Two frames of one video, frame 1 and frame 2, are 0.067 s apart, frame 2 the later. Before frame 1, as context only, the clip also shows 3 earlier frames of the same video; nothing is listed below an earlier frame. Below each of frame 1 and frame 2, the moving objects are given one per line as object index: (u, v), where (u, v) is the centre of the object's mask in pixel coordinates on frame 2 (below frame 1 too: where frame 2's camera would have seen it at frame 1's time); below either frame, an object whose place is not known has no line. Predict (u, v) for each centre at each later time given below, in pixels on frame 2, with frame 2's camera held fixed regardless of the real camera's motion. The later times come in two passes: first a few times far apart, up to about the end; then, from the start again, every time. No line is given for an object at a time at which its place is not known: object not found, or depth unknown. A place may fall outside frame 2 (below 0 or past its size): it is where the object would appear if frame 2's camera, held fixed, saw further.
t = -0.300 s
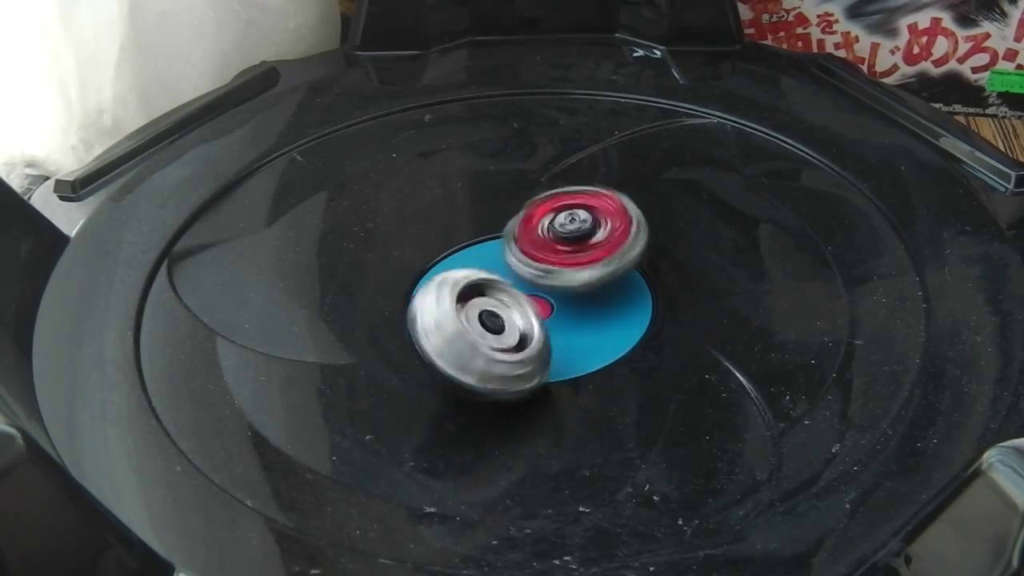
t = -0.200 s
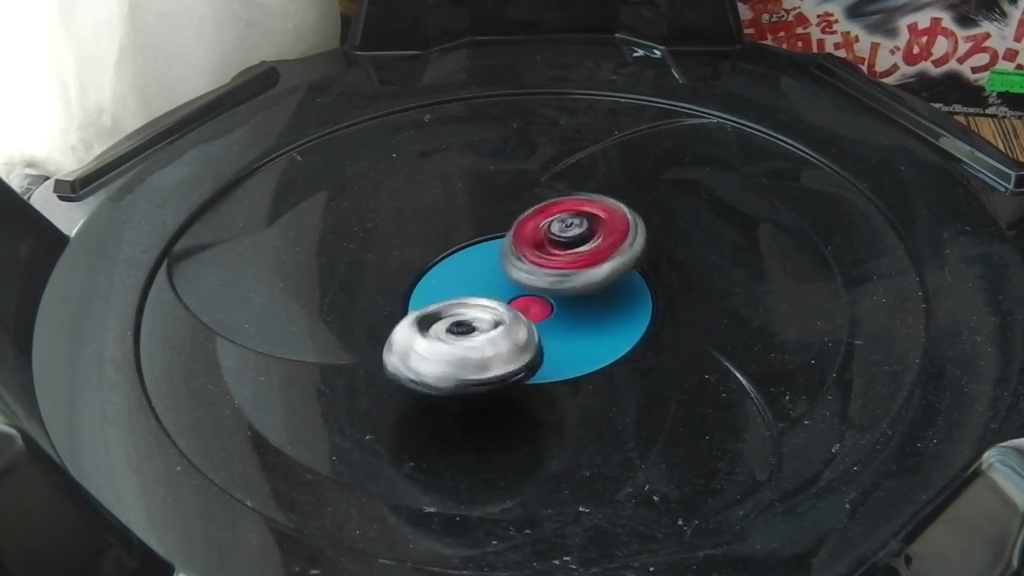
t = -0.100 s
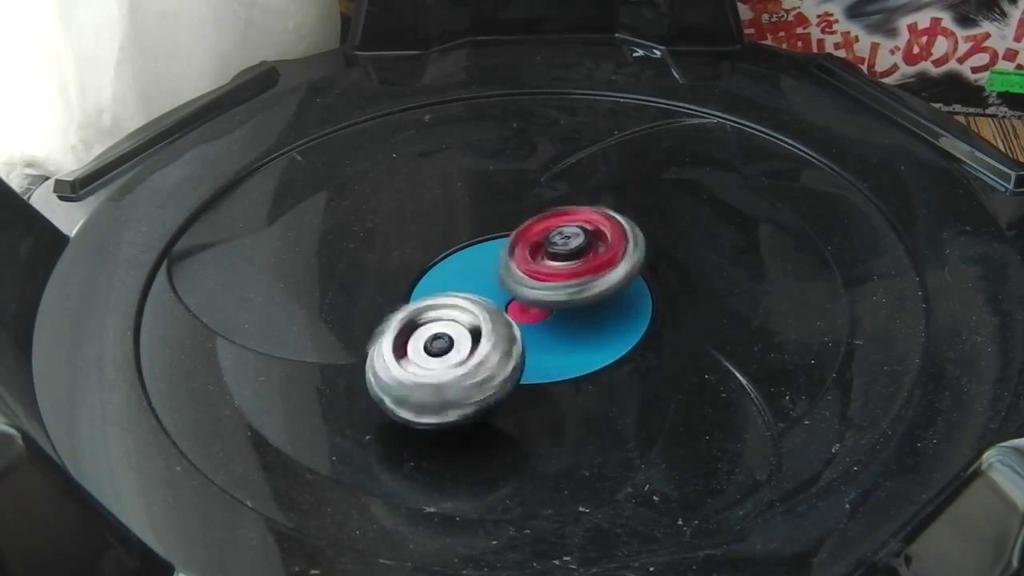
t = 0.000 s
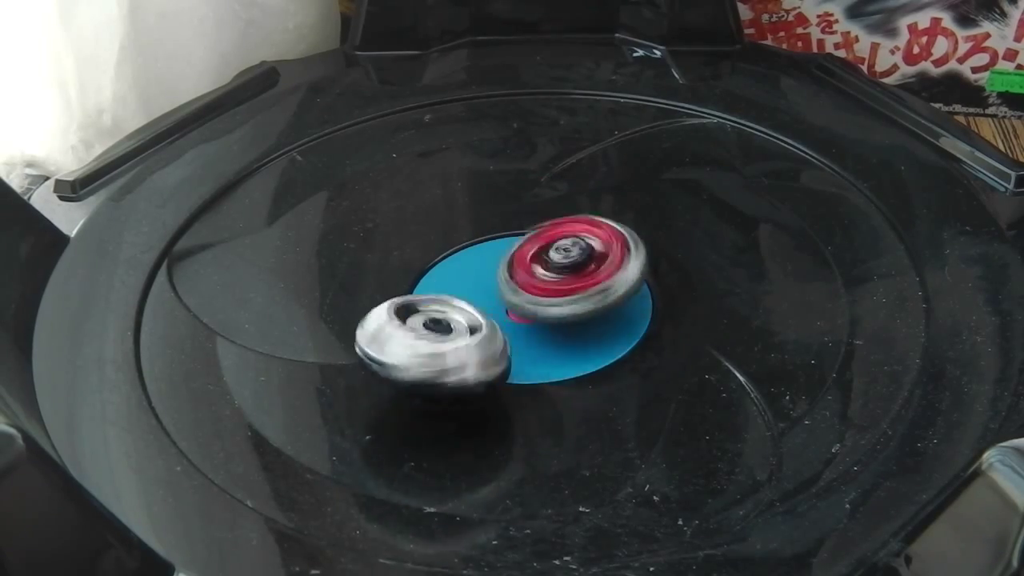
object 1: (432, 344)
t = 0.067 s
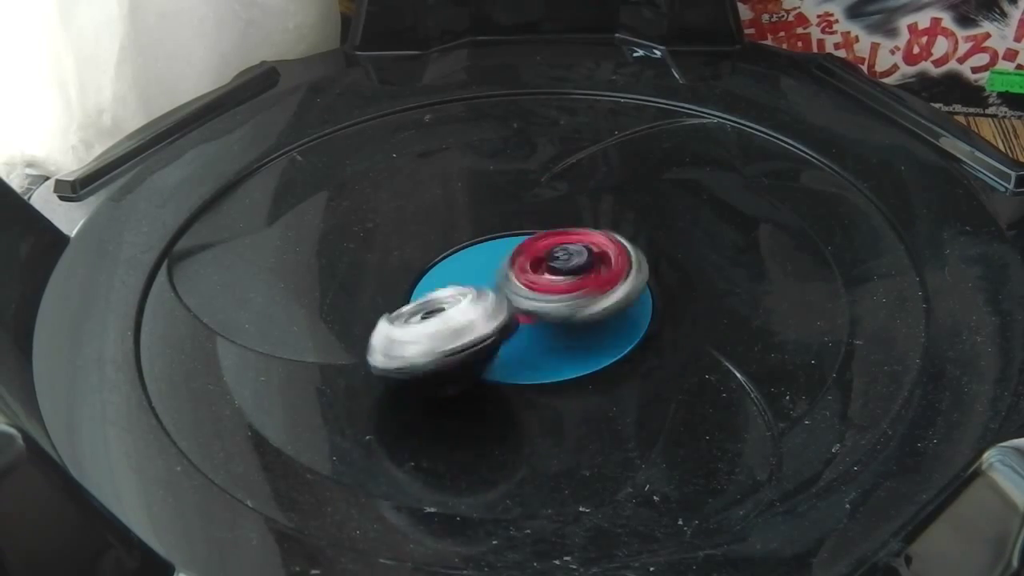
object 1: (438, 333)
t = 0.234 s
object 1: (422, 317)
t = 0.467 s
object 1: (378, 310)
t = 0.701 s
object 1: (399, 299)
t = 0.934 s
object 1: (360, 257)
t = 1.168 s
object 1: (327, 253)
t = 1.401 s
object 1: (347, 256)
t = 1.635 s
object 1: (378, 284)
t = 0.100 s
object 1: (446, 329)
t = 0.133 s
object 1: (453, 330)
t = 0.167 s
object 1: (445, 324)
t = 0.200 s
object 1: (432, 321)
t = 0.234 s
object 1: (422, 317)
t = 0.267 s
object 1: (413, 313)
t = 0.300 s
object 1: (402, 314)
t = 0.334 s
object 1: (392, 312)
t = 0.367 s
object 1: (387, 307)
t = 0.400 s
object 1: (385, 308)
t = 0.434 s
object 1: (377, 309)
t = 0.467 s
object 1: (378, 310)
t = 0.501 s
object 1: (378, 306)
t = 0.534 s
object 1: (380, 307)
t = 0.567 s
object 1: (384, 305)
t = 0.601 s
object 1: (386, 304)
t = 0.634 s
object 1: (393, 306)
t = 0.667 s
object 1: (397, 303)
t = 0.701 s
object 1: (399, 299)
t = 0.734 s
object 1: (400, 293)
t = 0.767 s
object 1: (400, 289)
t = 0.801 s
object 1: (395, 280)
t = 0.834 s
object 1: (387, 273)
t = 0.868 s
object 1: (379, 265)
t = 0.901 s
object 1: (370, 262)
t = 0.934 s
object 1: (360, 257)
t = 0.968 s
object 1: (355, 264)
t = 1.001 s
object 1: (347, 263)
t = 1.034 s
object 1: (341, 266)
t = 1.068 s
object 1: (331, 252)
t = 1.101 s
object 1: (327, 252)
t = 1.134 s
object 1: (325, 253)
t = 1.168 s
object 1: (327, 253)
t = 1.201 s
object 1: (328, 253)
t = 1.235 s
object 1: (330, 252)
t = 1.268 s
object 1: (335, 251)
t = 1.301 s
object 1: (337, 250)
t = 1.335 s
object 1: (344, 253)
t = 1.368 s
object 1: (345, 255)
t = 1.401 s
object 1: (347, 256)
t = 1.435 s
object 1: (352, 259)
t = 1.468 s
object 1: (355, 262)
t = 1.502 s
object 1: (355, 266)
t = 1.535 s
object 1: (359, 272)
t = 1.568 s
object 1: (367, 275)
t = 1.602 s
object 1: (372, 282)
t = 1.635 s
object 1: (378, 284)
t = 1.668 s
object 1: (381, 286)
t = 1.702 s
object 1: (383, 286)
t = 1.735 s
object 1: (383, 286)
